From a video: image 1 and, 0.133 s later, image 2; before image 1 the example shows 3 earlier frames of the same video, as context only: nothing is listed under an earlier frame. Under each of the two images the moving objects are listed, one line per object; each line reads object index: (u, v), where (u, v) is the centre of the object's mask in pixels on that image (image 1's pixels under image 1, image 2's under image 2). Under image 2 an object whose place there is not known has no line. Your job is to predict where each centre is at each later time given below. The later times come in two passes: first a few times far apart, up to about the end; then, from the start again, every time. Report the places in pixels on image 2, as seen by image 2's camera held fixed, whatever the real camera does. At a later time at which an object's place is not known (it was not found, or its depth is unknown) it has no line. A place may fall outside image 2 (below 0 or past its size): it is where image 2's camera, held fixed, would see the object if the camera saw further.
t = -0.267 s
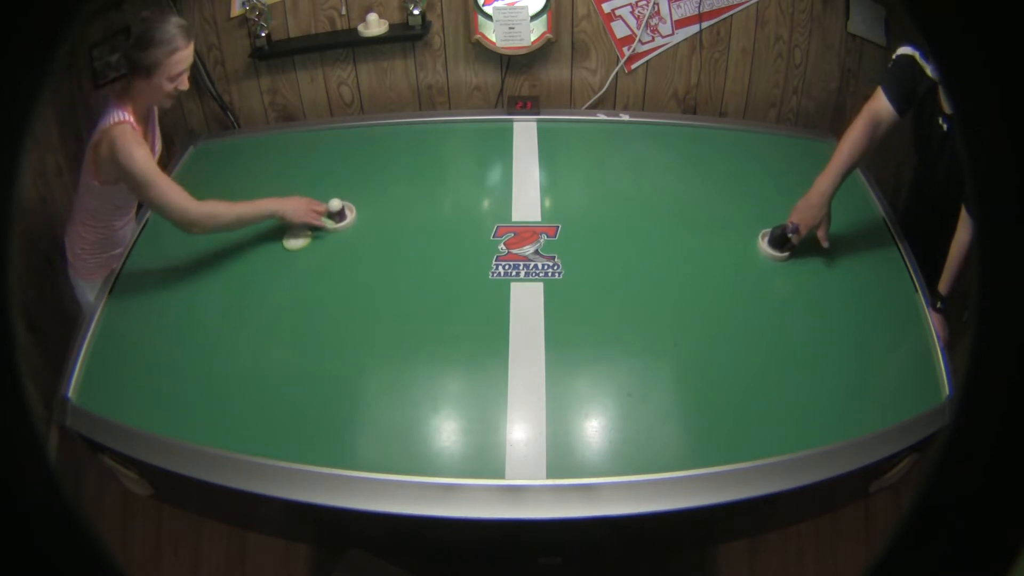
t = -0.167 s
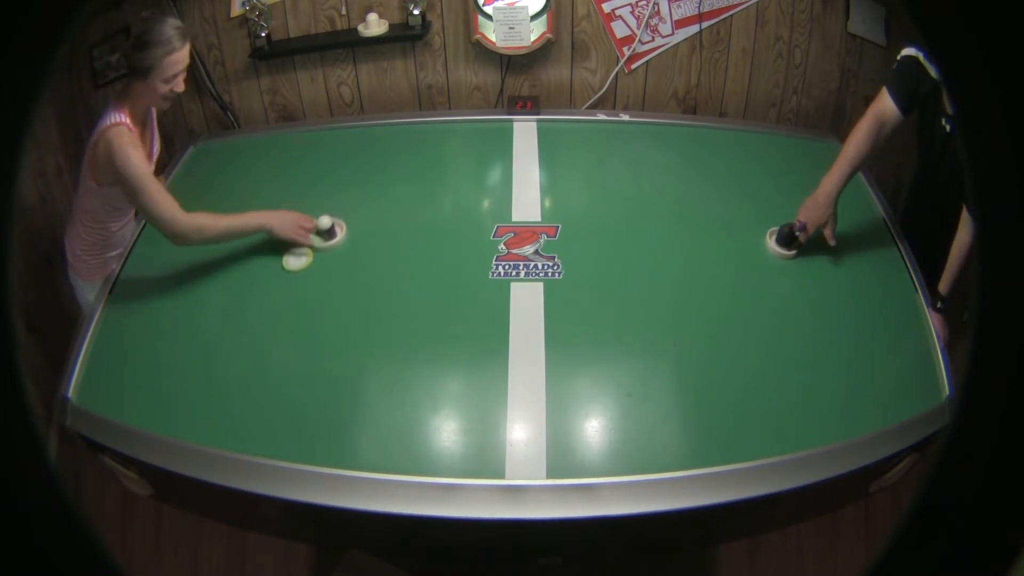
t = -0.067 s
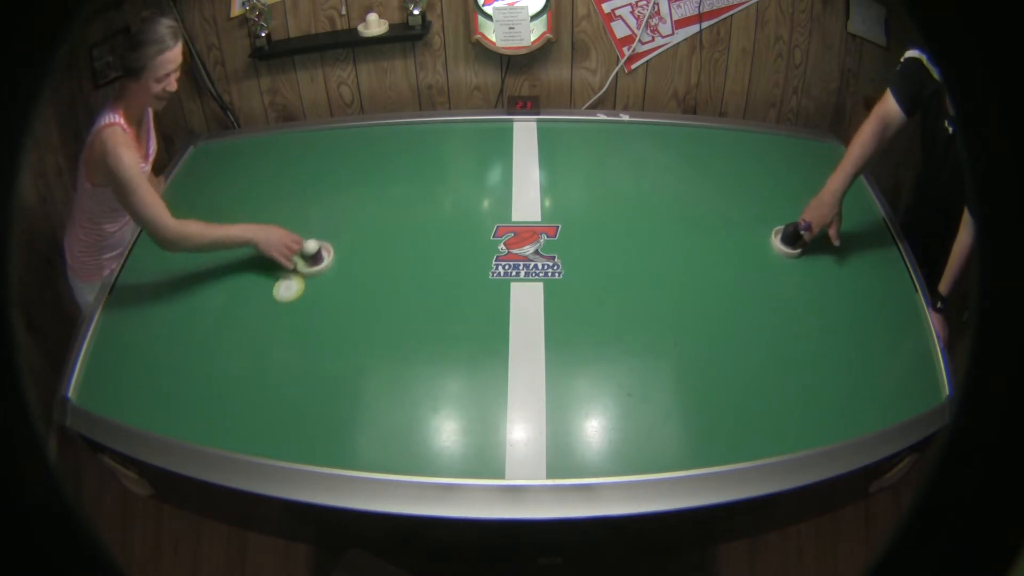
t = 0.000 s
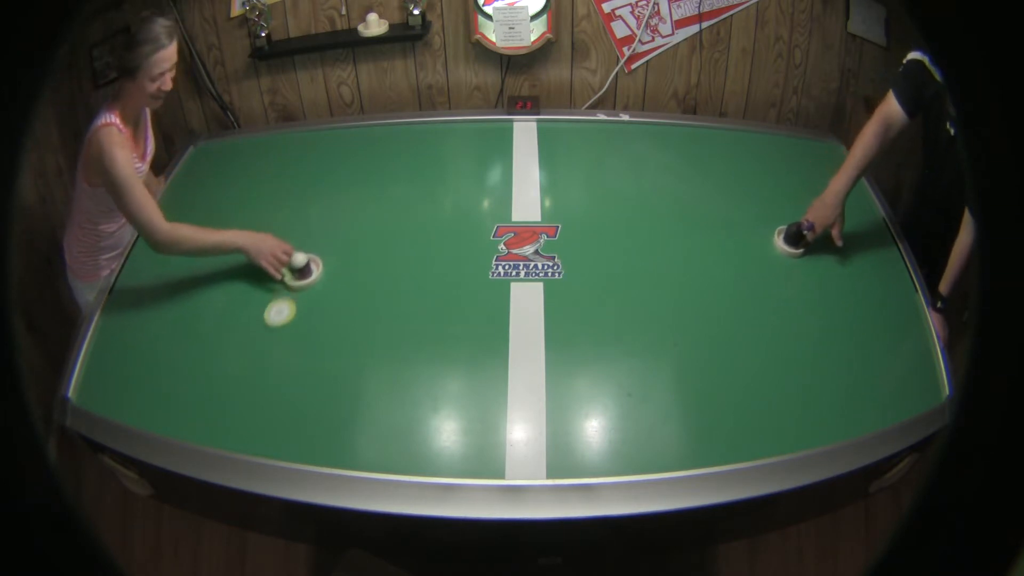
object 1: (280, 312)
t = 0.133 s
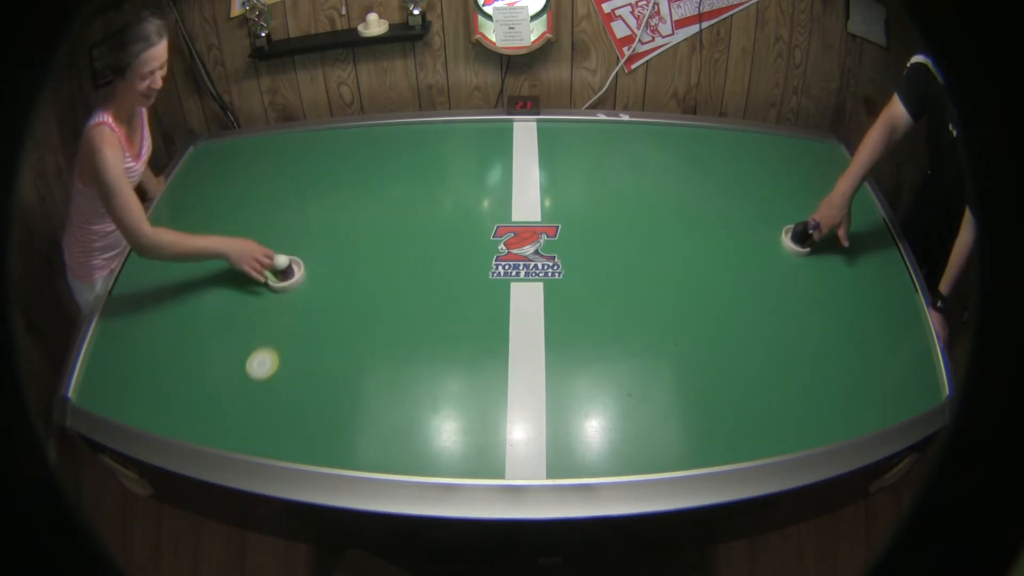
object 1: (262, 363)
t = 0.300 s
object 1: (241, 434)
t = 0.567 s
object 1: (249, 343)
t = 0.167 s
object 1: (258, 377)
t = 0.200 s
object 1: (253, 391)
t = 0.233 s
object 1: (249, 405)
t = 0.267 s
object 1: (245, 419)
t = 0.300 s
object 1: (241, 434)
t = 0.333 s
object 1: (241, 427)
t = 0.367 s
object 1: (242, 414)
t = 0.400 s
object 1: (243, 401)
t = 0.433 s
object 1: (244, 389)
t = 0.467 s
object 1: (245, 377)
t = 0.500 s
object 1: (247, 365)
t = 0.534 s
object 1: (248, 354)
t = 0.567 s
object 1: (249, 343)
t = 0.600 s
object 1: (251, 332)
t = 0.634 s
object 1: (252, 321)
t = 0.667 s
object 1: (254, 310)
